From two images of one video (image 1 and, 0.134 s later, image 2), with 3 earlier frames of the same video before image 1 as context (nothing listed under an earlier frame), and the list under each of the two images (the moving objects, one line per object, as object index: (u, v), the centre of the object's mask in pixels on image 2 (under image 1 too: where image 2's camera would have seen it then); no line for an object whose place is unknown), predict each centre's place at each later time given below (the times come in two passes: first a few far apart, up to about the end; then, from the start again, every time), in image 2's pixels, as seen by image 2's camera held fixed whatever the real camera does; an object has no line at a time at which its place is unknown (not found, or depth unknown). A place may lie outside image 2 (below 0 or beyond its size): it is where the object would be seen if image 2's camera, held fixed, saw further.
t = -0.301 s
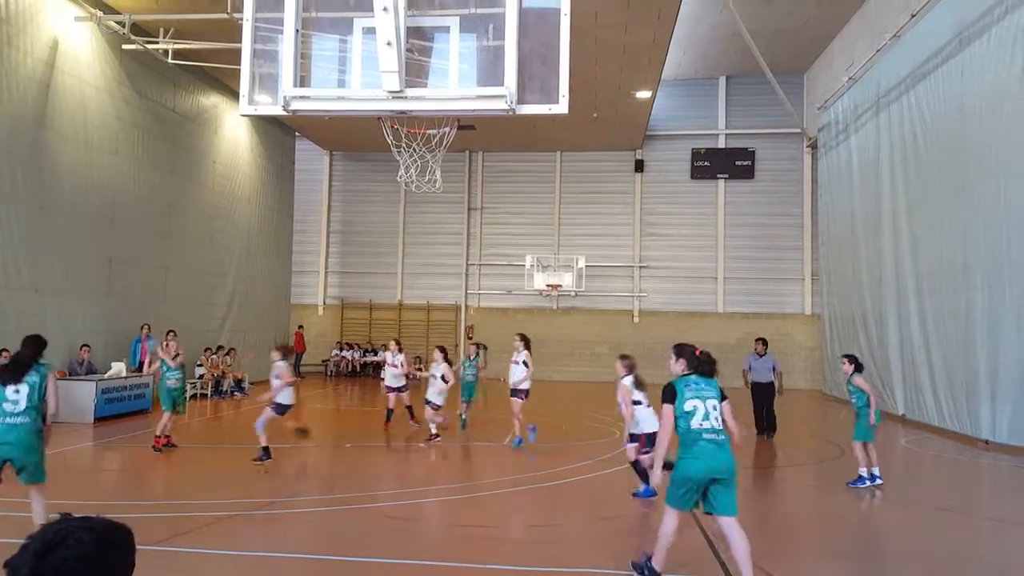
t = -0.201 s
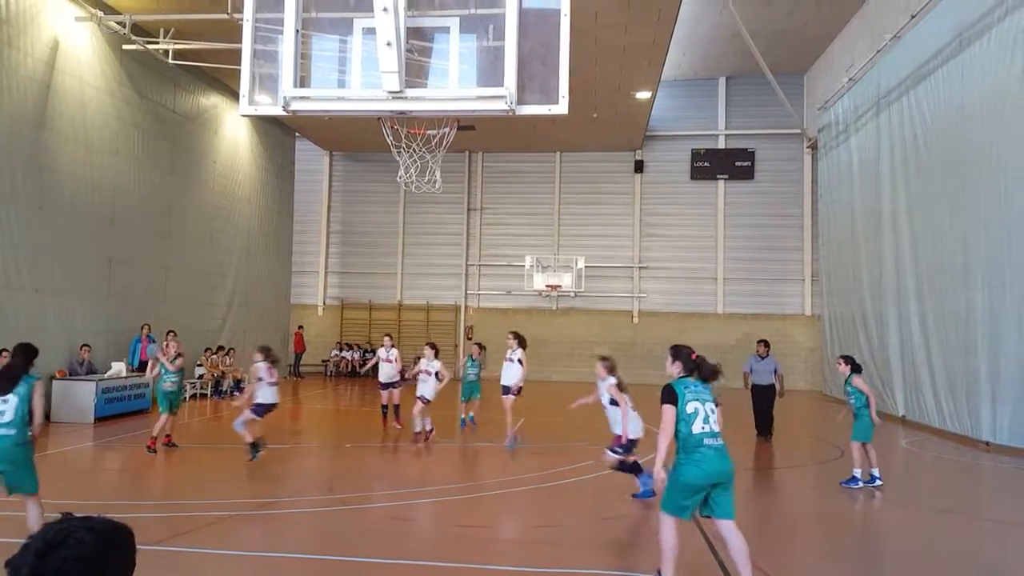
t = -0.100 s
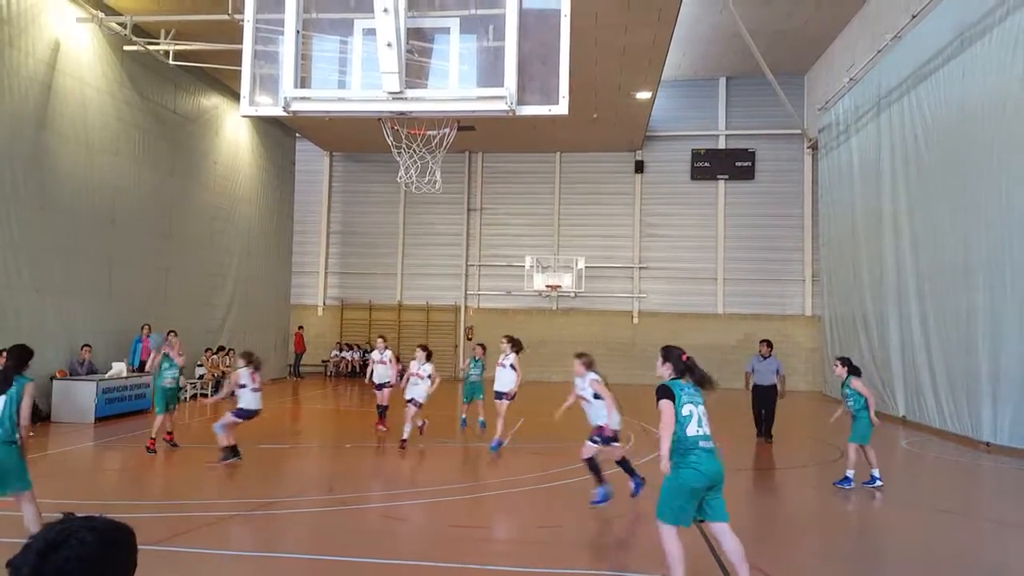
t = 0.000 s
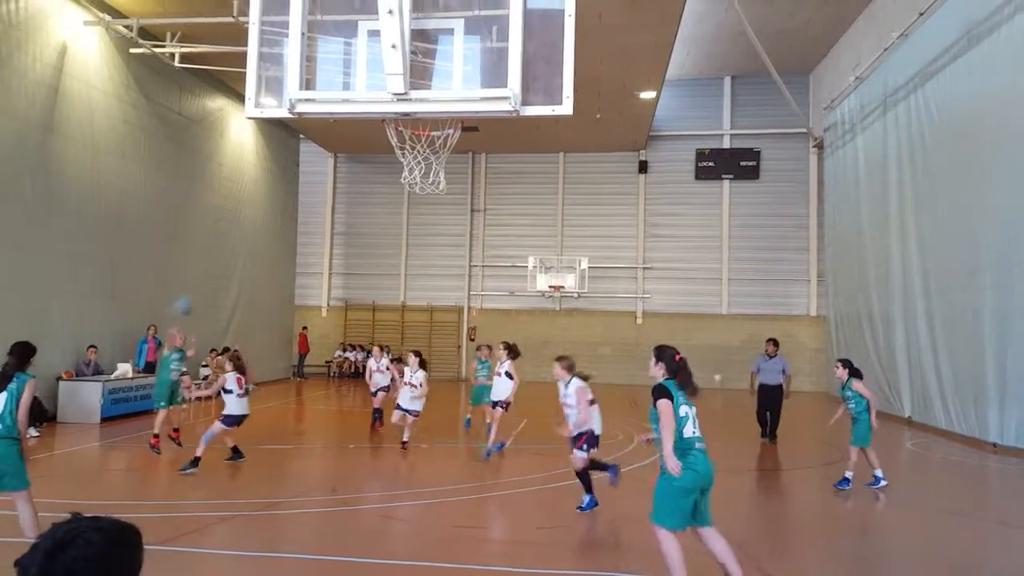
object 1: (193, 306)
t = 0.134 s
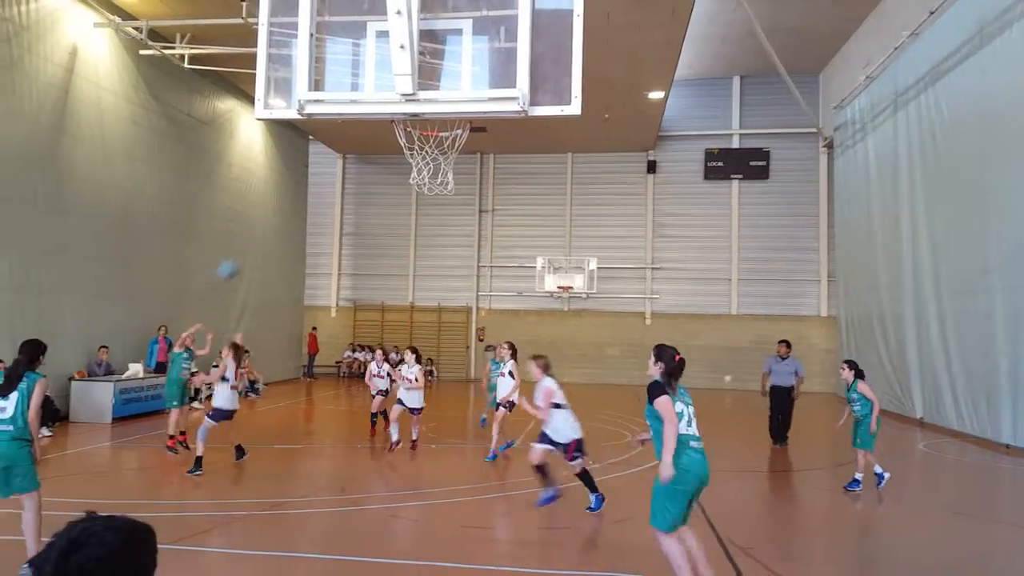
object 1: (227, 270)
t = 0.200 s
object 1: (246, 252)
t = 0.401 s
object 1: (322, 220)
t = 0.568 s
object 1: (401, 217)
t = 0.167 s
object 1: (236, 262)
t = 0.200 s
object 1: (246, 252)
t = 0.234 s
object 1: (258, 245)
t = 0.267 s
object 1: (267, 240)
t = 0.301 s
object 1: (280, 233)
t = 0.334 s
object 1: (293, 226)
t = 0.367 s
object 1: (304, 223)
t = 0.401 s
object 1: (322, 220)
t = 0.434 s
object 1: (335, 215)
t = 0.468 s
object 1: (351, 215)
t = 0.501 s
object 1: (365, 214)
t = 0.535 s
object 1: (381, 216)
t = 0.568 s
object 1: (401, 217)
